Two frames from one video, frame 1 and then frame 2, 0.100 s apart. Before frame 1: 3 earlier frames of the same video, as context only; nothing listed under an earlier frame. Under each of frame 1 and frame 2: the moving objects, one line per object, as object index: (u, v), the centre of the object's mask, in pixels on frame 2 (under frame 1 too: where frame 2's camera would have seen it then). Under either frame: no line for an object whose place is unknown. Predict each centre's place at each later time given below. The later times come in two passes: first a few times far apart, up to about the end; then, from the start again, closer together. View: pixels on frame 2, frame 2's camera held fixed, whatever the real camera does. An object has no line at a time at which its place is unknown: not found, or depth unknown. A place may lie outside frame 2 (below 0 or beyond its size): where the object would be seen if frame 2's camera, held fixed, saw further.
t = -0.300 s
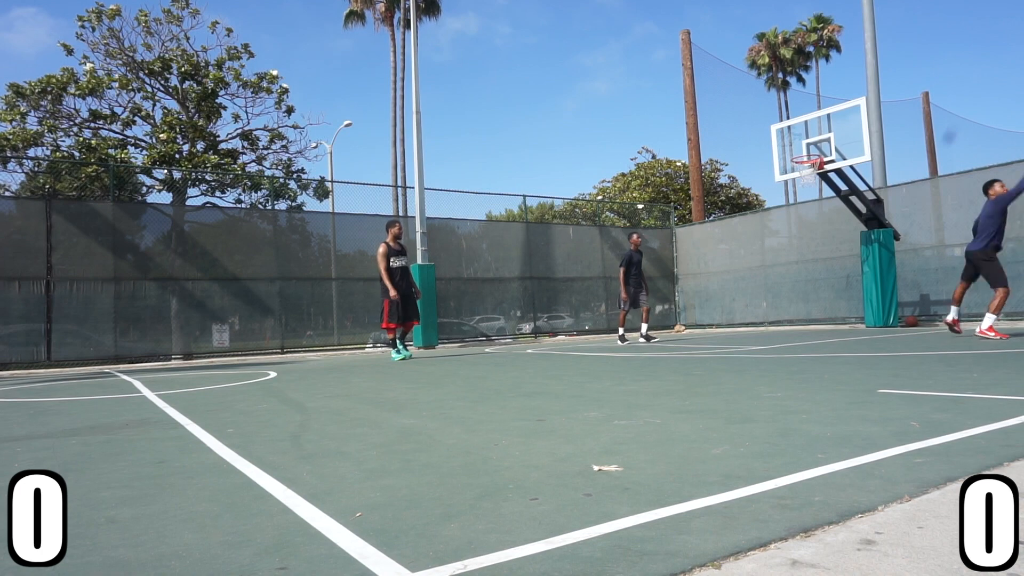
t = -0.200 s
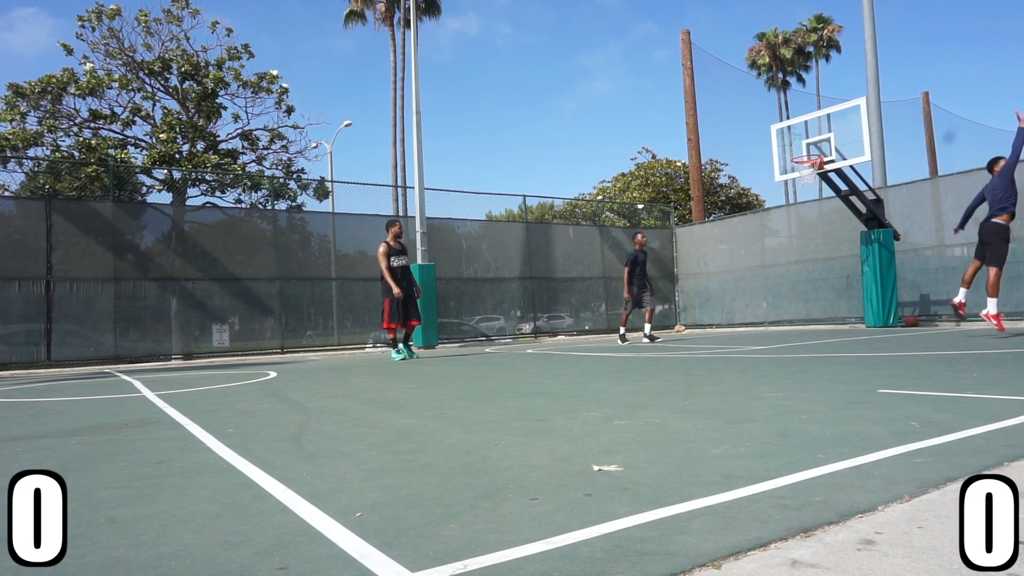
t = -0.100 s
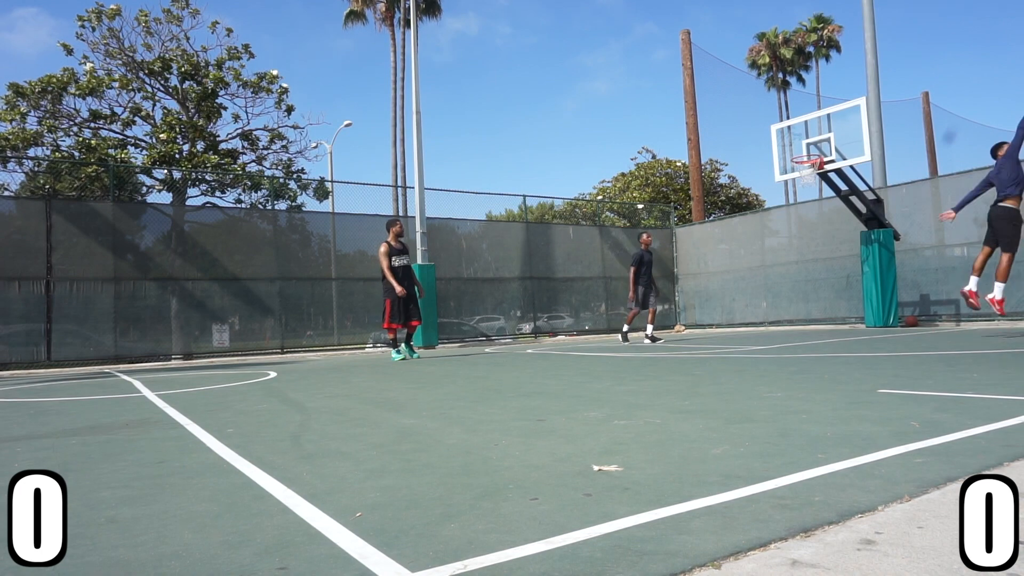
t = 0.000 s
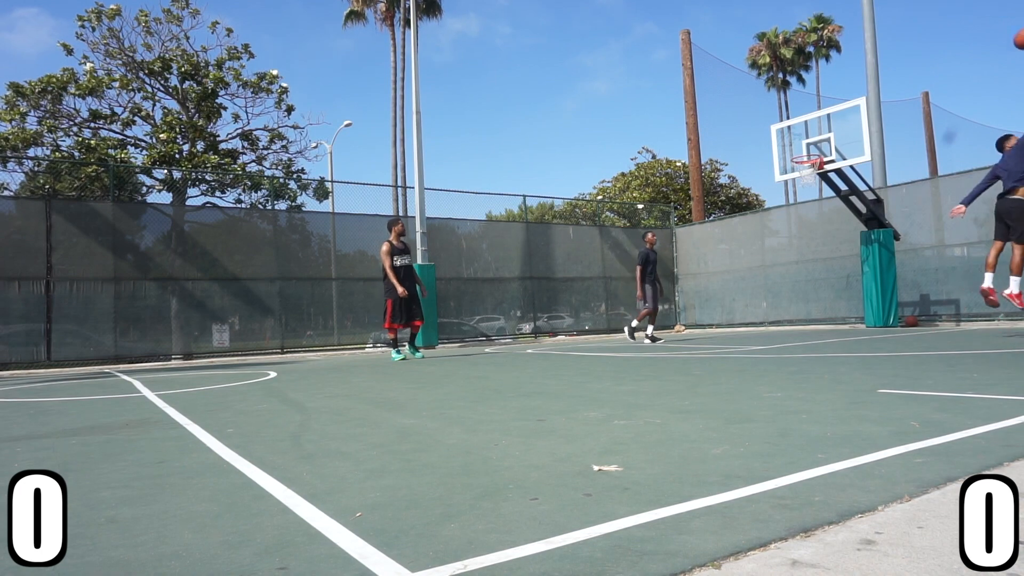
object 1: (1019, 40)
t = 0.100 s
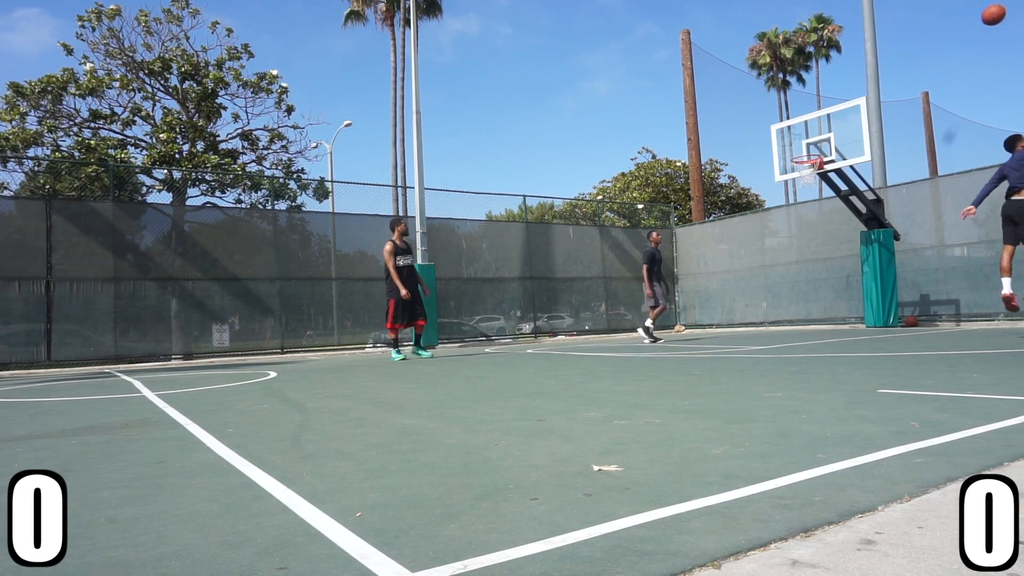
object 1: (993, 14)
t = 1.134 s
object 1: (802, 157)
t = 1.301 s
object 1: (817, 163)
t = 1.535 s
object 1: (821, 175)
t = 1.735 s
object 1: (817, 208)
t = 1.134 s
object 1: (802, 157)
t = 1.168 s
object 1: (800, 159)
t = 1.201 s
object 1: (800, 160)
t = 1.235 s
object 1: (806, 162)
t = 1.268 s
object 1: (812, 163)
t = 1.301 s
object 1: (817, 163)
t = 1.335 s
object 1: (819, 163)
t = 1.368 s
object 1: (820, 163)
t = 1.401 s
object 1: (820, 163)
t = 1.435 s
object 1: (819, 163)
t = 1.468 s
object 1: (820, 166)
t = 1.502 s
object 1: (821, 172)
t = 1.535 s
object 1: (821, 175)
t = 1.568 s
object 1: (820, 179)
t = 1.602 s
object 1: (820, 184)
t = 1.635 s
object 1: (819, 190)
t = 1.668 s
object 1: (819, 195)
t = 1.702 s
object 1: (818, 202)
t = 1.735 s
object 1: (817, 208)
